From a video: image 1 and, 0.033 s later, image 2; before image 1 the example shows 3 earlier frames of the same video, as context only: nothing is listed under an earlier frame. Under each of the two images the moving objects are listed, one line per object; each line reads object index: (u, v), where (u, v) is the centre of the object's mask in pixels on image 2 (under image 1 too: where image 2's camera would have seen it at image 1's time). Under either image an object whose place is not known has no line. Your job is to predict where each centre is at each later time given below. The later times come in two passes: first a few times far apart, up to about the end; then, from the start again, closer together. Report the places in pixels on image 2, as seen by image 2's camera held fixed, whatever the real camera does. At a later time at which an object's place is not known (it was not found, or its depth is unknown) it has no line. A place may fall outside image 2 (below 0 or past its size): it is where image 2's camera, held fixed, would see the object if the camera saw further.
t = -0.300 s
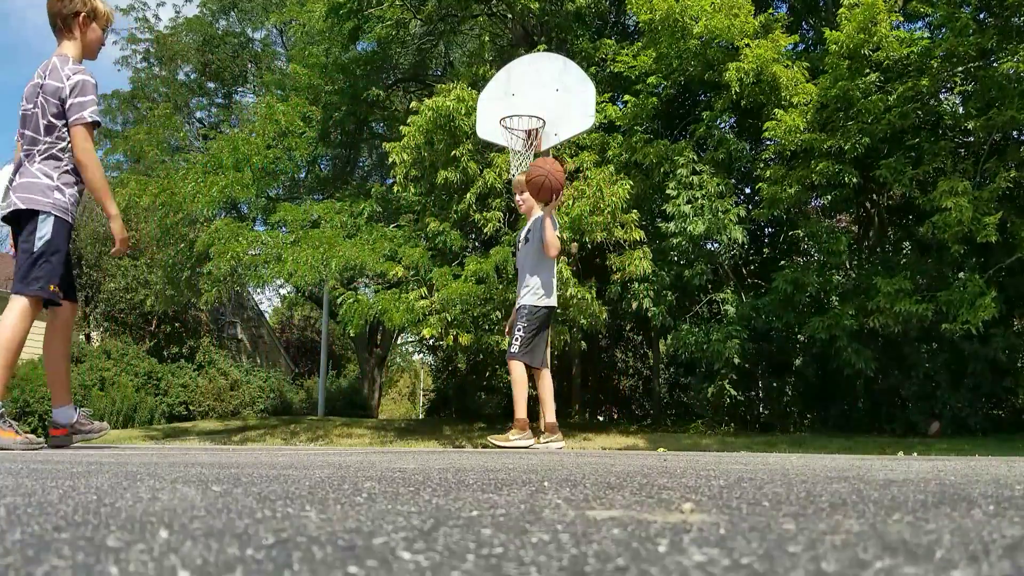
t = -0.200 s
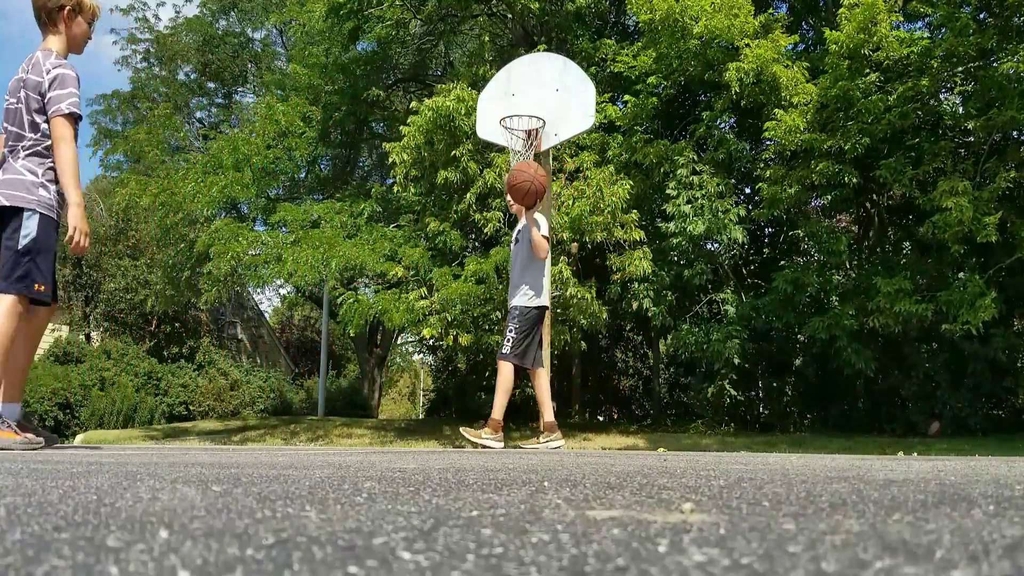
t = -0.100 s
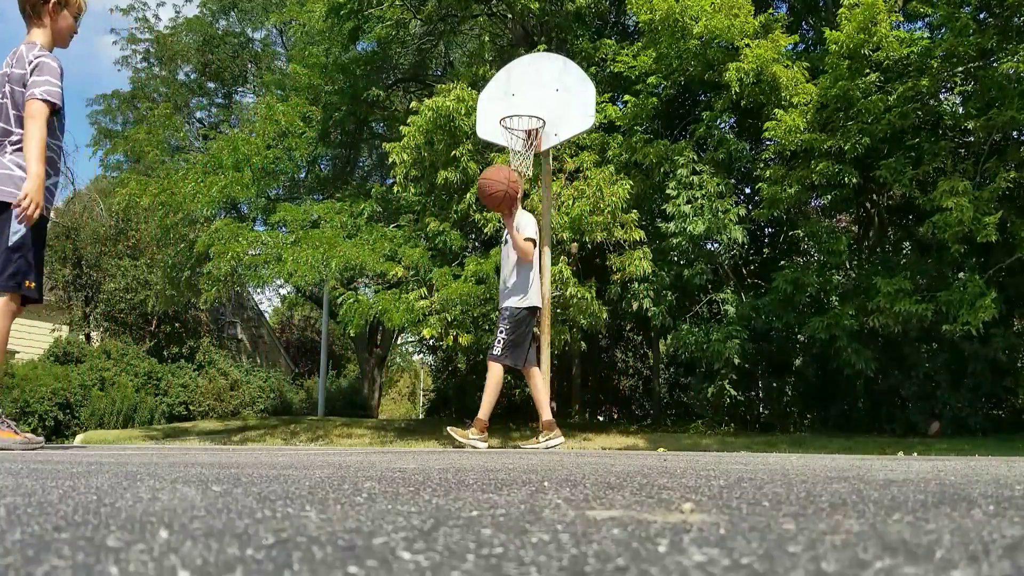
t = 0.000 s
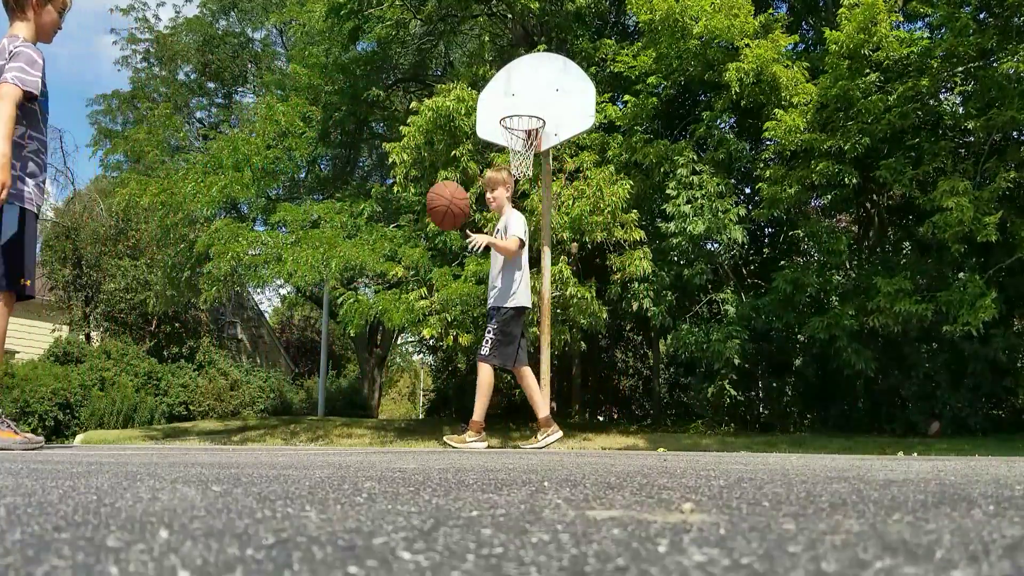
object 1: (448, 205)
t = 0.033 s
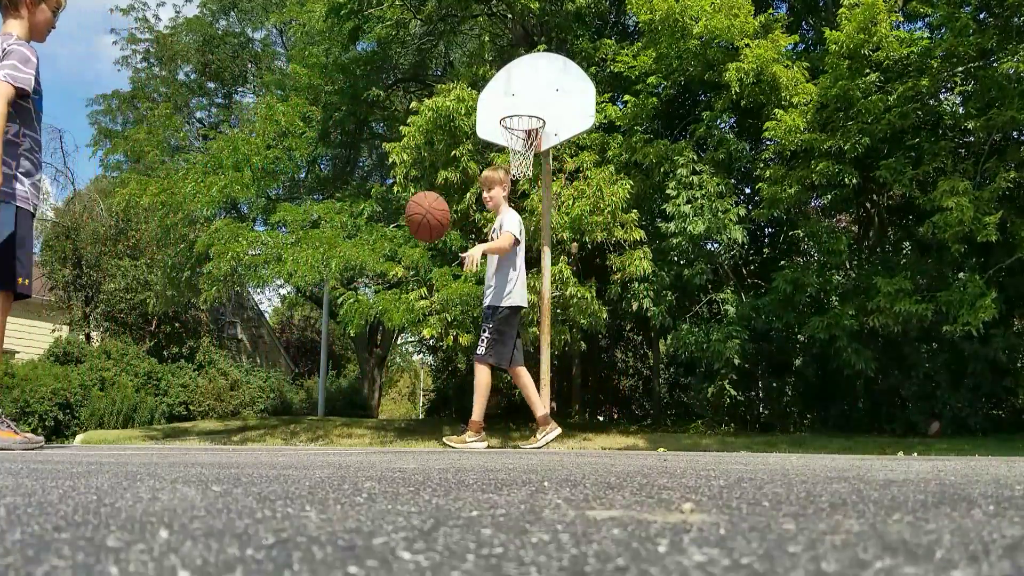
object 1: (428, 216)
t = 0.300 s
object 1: (228, 419)
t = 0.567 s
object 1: (113, 165)
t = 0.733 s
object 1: (28, 95)
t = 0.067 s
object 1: (407, 230)
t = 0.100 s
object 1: (385, 247)
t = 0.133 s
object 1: (362, 266)
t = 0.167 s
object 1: (338, 290)
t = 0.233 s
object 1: (285, 348)
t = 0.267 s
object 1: (257, 383)
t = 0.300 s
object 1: (228, 419)
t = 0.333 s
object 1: (215, 381)
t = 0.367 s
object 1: (202, 341)
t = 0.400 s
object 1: (188, 305)
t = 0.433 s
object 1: (174, 272)
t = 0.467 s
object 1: (159, 241)
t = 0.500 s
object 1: (145, 213)
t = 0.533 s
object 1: (129, 188)
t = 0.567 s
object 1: (113, 165)
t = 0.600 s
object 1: (97, 145)
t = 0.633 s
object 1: (80, 128)
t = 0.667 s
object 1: (62, 114)
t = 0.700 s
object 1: (43, 103)
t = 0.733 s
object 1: (28, 95)
